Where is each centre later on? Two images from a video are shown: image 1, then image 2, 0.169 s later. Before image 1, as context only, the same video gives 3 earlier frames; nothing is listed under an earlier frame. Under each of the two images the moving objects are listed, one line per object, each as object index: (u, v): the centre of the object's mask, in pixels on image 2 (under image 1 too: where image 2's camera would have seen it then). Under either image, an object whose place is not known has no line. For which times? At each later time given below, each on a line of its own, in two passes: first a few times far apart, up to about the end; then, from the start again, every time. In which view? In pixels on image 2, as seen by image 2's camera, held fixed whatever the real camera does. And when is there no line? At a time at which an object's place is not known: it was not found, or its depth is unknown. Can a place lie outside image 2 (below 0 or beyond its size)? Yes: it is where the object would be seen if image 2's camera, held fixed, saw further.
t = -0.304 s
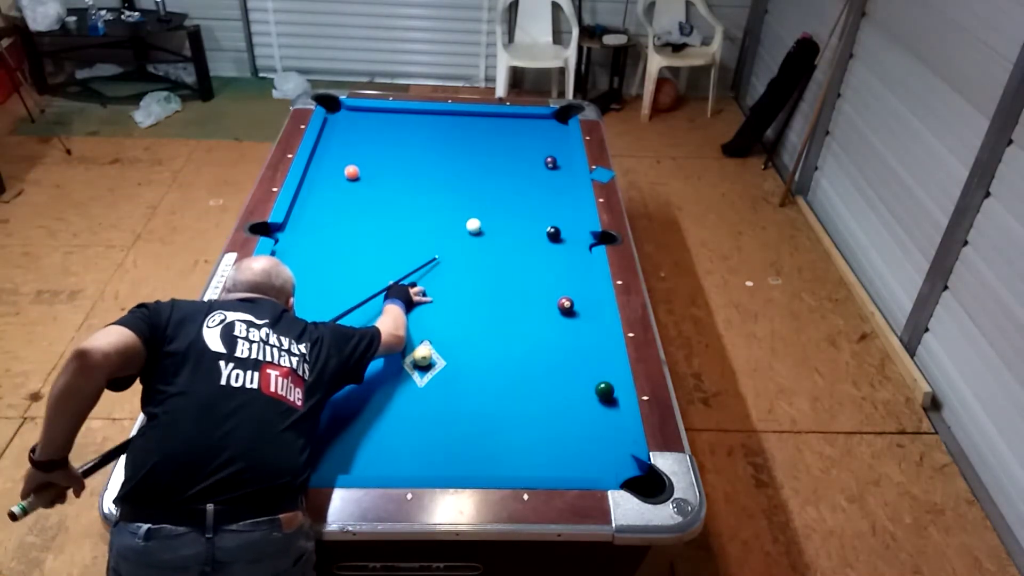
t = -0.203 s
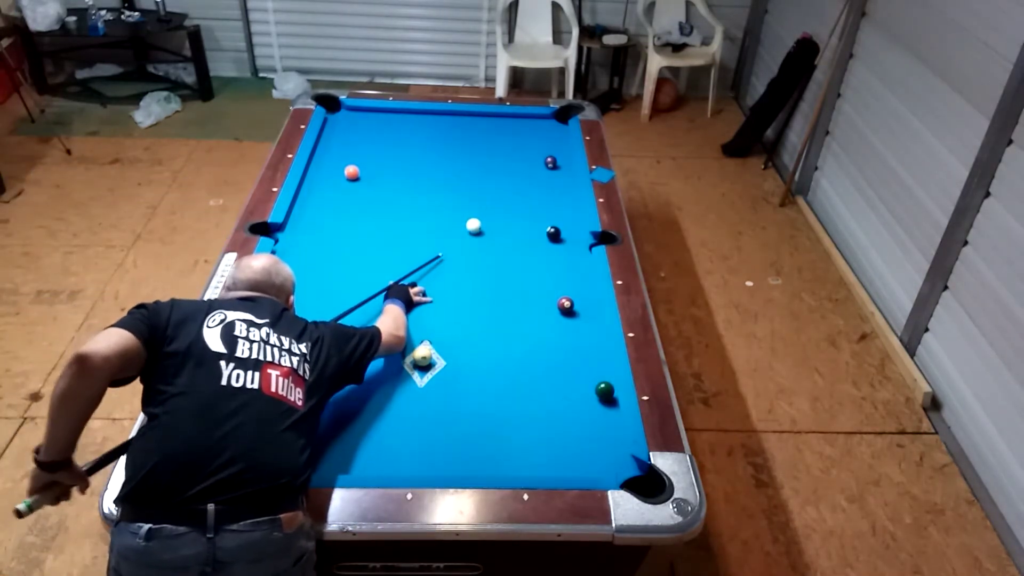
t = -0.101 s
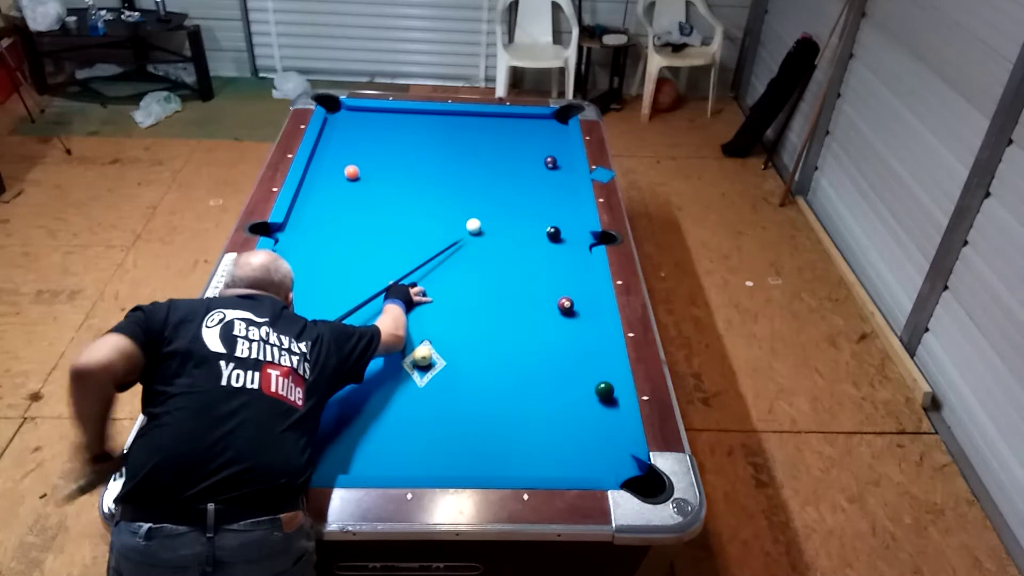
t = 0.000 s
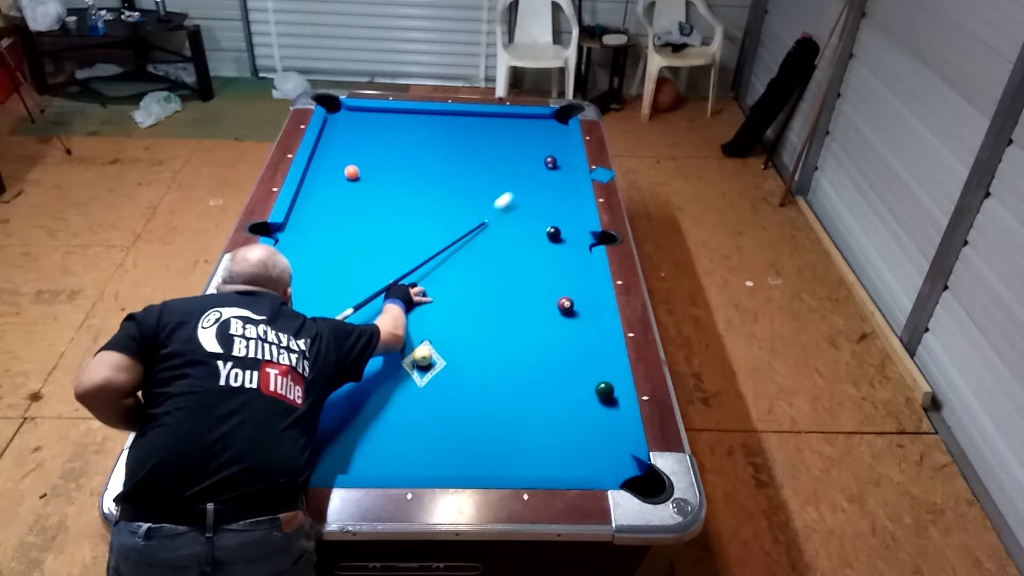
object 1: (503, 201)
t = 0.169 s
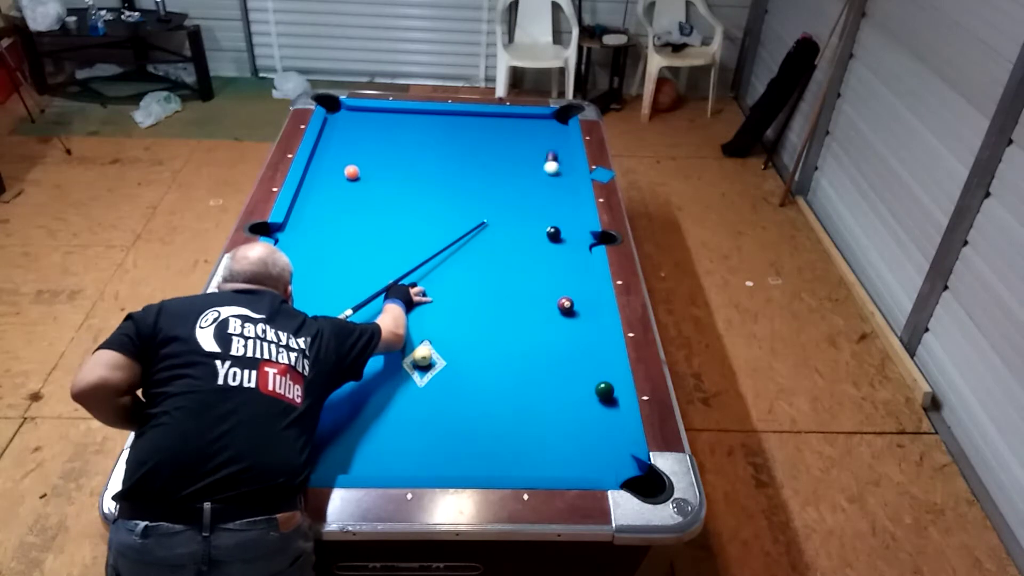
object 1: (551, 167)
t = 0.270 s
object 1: (567, 170)
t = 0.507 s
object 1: (559, 177)
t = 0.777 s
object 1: (546, 185)
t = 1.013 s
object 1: (534, 191)
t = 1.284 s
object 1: (522, 198)
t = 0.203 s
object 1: (557, 168)
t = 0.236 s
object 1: (562, 169)
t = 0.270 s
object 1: (567, 170)
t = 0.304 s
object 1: (569, 171)
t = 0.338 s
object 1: (567, 172)
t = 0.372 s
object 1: (565, 173)
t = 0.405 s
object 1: (564, 174)
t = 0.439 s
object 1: (562, 175)
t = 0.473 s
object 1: (561, 176)
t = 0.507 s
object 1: (559, 177)
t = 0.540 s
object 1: (557, 178)
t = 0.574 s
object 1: (555, 179)
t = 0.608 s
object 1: (554, 180)
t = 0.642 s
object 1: (552, 181)
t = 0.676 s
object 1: (551, 182)
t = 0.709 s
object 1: (549, 183)
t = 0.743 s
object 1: (547, 184)
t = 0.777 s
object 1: (546, 185)
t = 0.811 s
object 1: (544, 186)
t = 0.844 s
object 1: (542, 187)
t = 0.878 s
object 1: (541, 188)
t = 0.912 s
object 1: (539, 189)
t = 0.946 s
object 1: (538, 189)
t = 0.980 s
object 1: (536, 190)
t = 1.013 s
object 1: (534, 191)
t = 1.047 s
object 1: (533, 192)
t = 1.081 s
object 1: (531, 193)
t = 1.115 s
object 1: (530, 194)
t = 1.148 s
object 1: (528, 195)
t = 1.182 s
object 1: (527, 196)
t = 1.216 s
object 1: (525, 197)
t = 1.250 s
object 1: (524, 197)
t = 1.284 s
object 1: (522, 198)
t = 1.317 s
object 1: (521, 199)
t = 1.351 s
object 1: (519, 200)
